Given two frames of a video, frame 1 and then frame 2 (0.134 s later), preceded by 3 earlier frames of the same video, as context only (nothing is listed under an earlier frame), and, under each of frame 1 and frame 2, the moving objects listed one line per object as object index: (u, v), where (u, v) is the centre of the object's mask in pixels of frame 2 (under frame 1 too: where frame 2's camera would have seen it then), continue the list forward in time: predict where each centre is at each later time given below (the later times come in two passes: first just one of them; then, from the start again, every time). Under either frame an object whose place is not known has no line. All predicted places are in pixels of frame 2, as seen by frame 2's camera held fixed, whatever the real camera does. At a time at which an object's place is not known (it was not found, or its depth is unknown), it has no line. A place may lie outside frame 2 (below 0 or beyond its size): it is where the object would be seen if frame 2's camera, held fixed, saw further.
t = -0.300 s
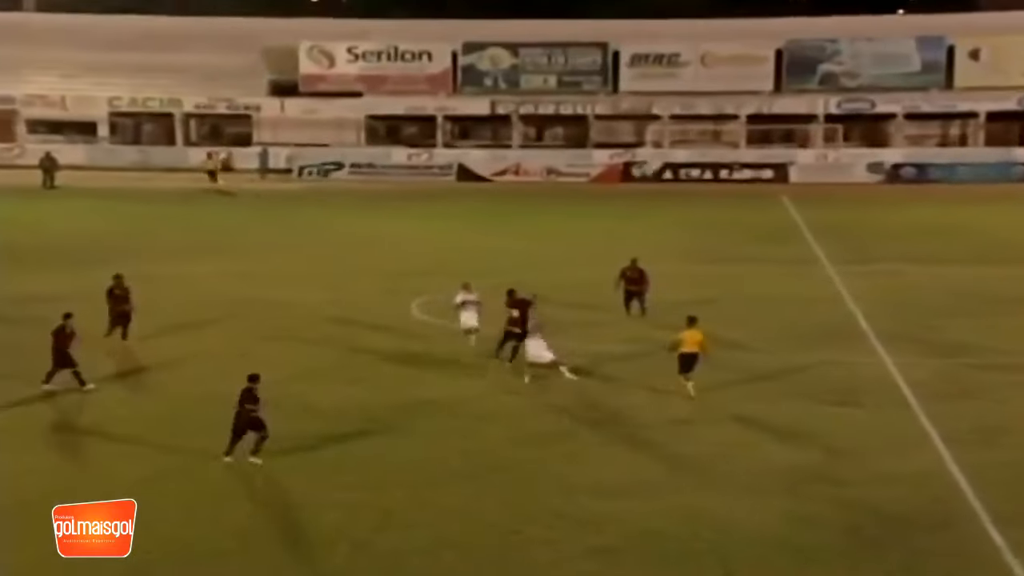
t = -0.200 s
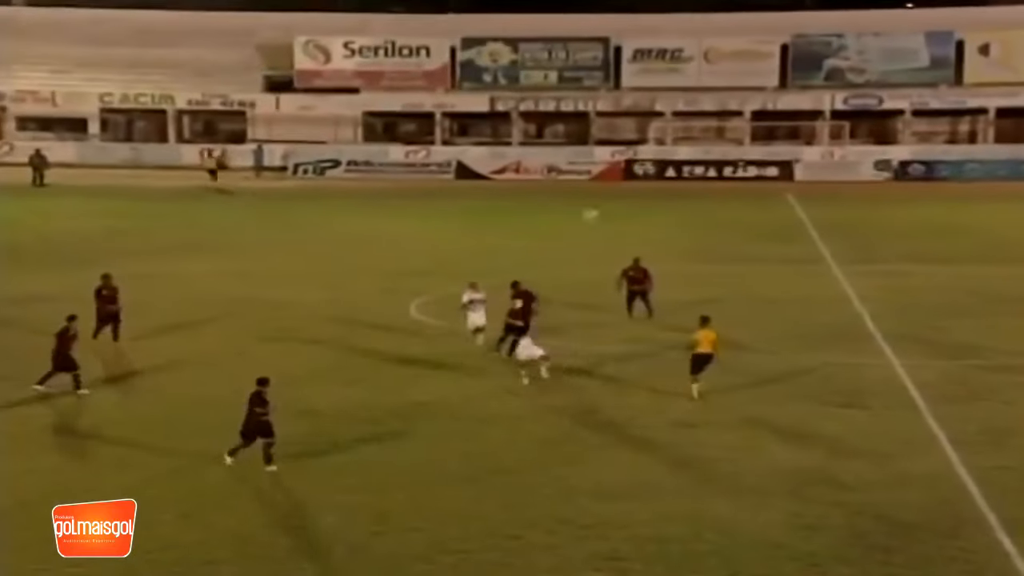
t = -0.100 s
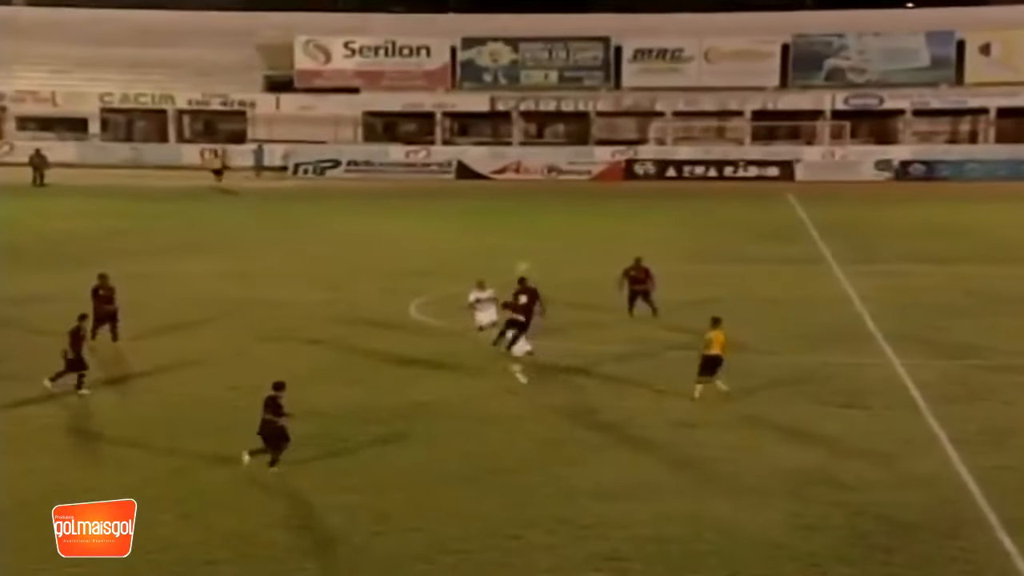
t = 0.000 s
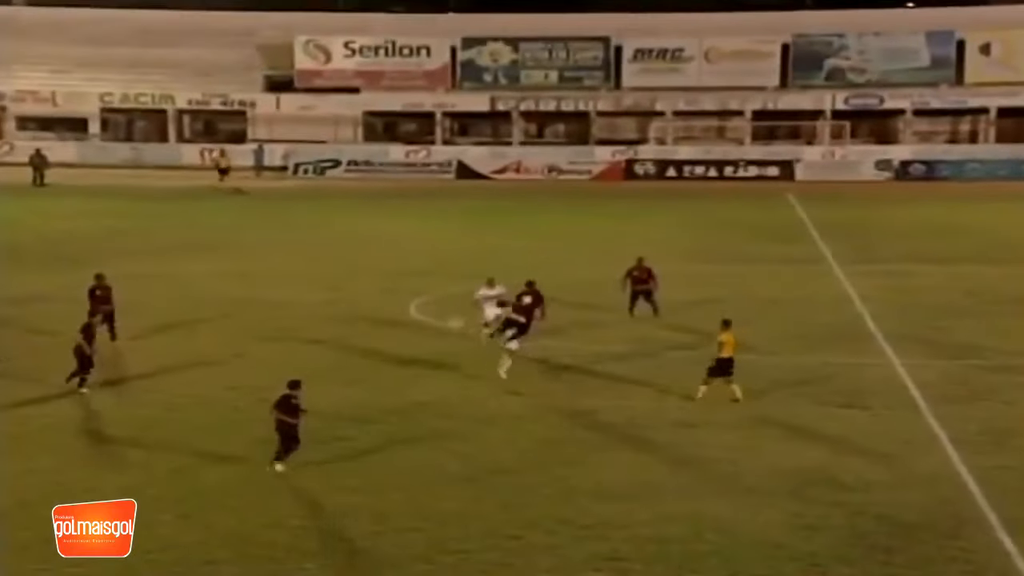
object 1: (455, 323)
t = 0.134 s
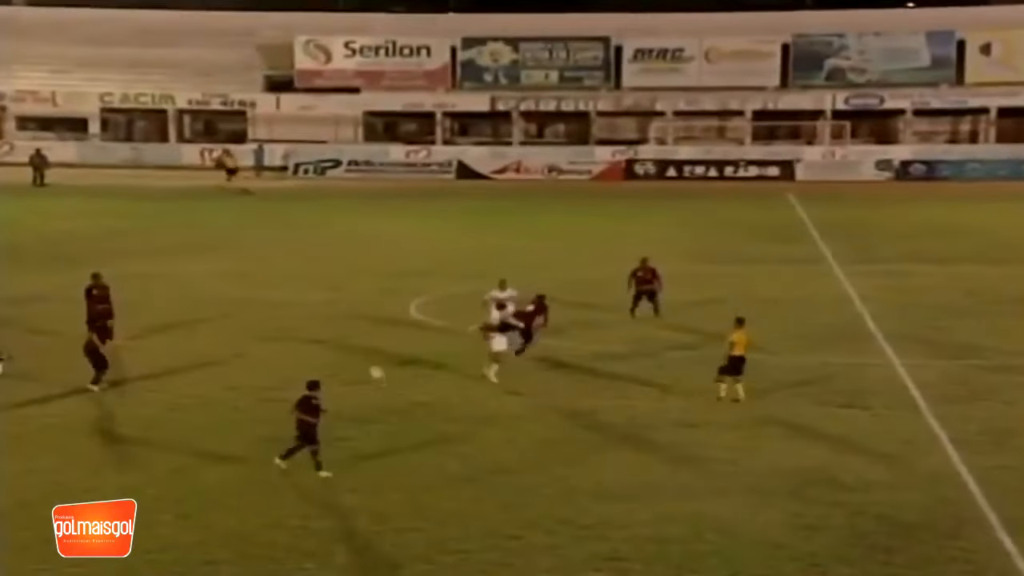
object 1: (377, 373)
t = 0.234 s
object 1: (350, 331)
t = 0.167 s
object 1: (368, 359)
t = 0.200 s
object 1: (359, 344)
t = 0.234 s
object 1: (350, 331)
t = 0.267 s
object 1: (343, 319)
